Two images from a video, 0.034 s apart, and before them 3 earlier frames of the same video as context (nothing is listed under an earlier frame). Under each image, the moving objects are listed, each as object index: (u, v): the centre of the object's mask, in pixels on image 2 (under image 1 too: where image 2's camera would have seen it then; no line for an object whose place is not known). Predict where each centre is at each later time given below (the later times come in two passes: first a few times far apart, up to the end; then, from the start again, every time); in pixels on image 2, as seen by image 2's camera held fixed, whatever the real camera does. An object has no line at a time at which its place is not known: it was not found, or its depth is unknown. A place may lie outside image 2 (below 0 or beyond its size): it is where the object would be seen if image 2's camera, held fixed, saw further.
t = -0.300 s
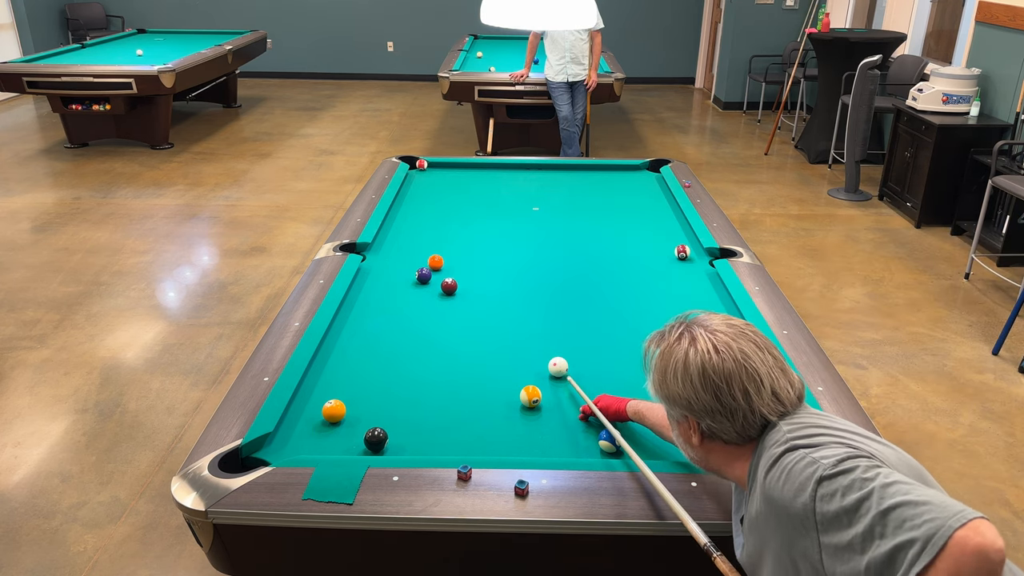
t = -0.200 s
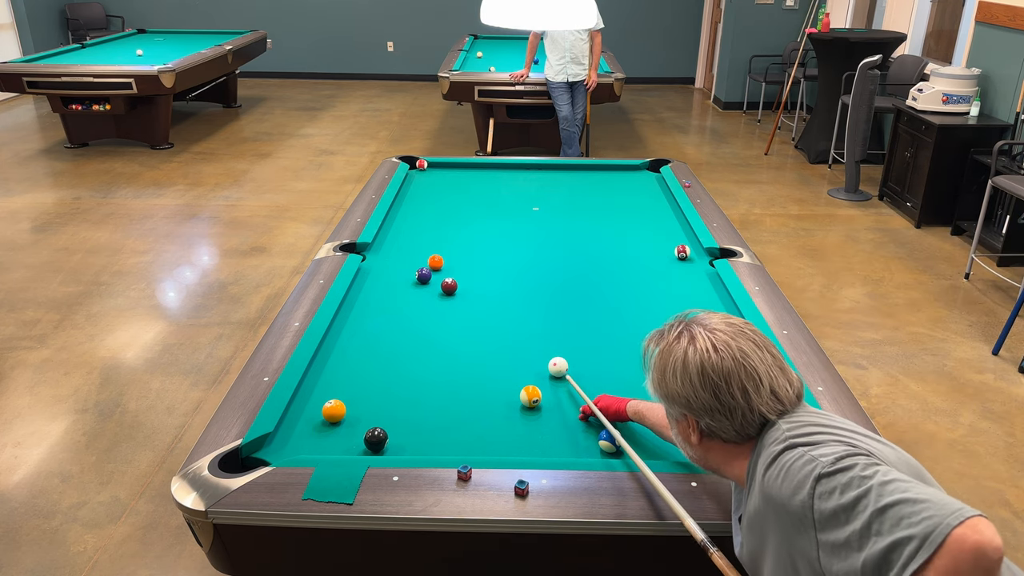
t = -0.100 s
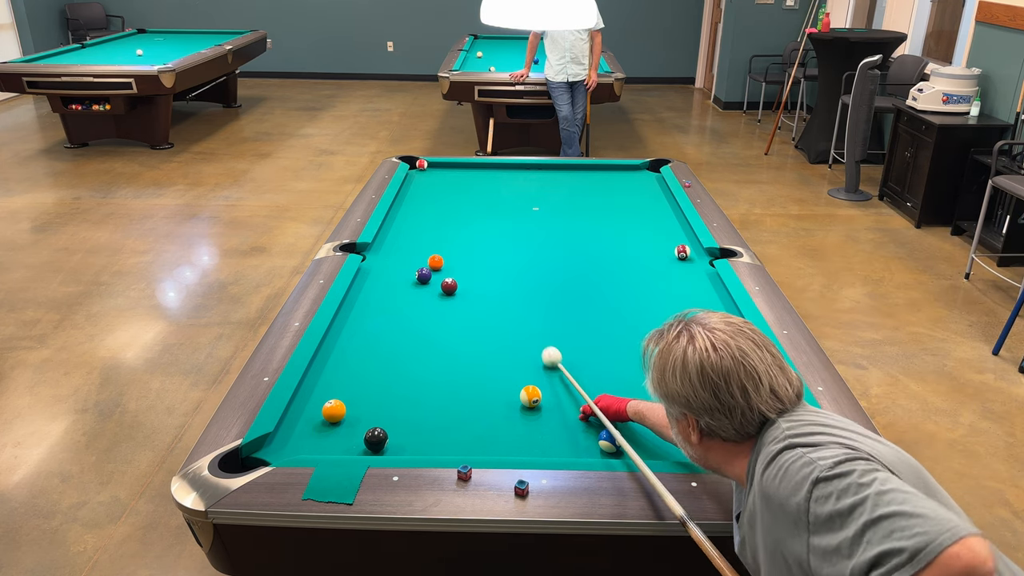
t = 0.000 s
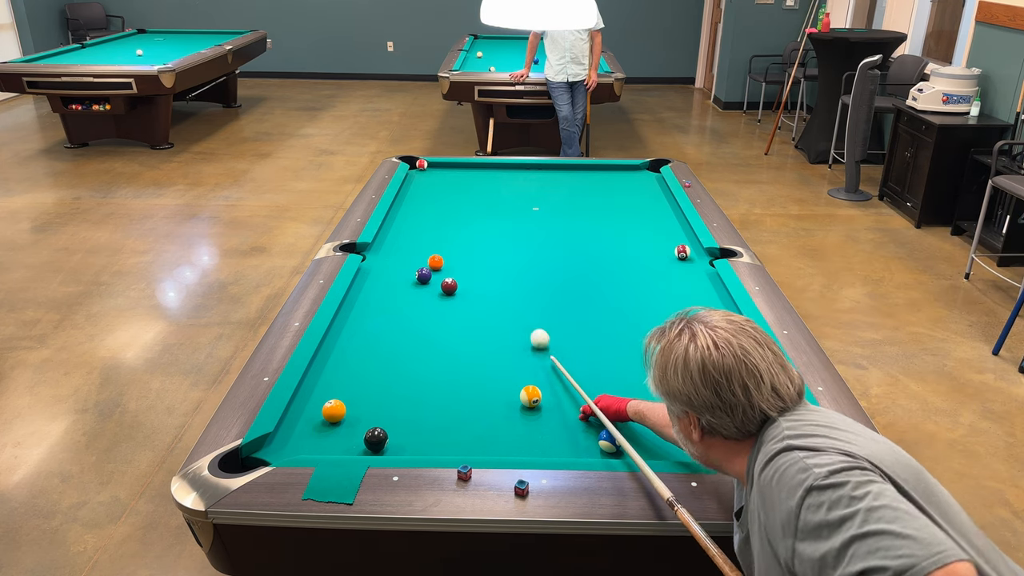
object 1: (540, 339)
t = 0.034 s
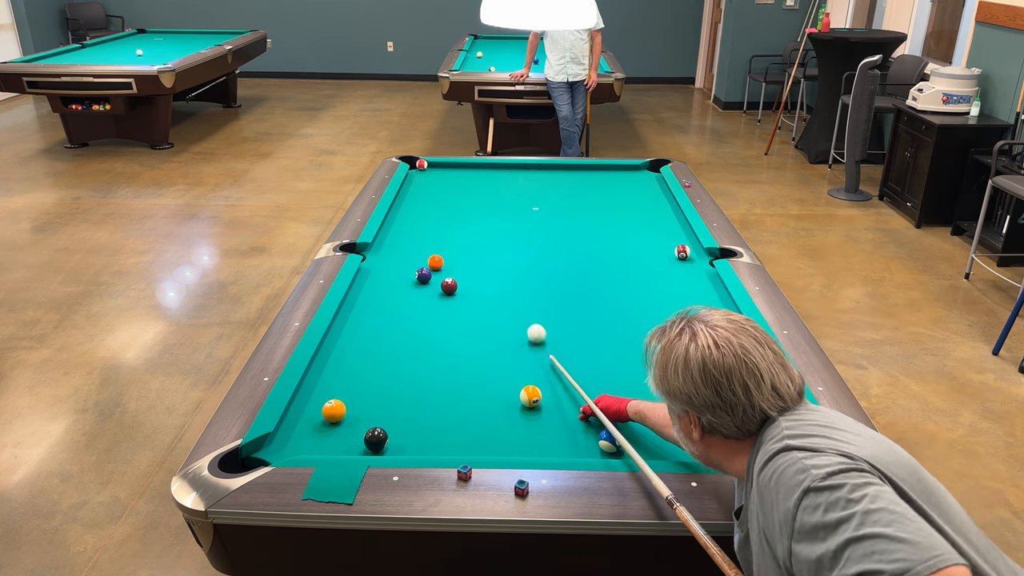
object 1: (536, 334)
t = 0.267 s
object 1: (515, 302)
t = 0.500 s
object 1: (498, 275)
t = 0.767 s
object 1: (481, 249)
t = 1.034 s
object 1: (467, 228)
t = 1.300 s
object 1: (456, 209)
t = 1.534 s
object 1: (447, 195)
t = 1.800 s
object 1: (438, 181)
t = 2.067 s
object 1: (431, 169)
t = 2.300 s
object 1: (436, 166)
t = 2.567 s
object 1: (441, 170)
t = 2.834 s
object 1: (446, 174)
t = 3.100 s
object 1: (451, 177)
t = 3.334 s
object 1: (455, 180)
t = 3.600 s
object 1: (460, 183)
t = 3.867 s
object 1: (464, 186)
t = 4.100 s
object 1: (468, 188)
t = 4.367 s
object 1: (471, 191)
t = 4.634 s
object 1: (475, 193)
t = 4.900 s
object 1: (478, 195)
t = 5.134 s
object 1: (479, 196)
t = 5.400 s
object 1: (481, 197)
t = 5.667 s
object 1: (482, 198)
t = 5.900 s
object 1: (483, 199)
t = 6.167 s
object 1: (484, 199)
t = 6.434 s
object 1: (484, 199)
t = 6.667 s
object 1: (484, 199)
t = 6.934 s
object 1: (484, 199)
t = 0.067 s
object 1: (533, 329)
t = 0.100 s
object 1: (530, 324)
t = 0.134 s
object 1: (527, 319)
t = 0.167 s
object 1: (524, 314)
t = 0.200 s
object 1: (521, 310)
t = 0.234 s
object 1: (518, 306)
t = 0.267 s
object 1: (515, 302)
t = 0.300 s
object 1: (513, 297)
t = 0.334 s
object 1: (510, 293)
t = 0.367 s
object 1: (508, 289)
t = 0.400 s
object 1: (505, 286)
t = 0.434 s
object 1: (503, 282)
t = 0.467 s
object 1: (500, 278)
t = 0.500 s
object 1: (498, 275)
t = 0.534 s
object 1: (496, 271)
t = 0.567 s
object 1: (494, 268)
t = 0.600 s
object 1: (491, 264)
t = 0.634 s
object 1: (489, 261)
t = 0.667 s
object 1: (487, 258)
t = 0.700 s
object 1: (485, 255)
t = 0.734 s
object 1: (483, 252)
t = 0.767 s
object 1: (481, 249)
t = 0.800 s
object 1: (480, 246)
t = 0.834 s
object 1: (478, 243)
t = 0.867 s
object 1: (476, 241)
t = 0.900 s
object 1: (474, 238)
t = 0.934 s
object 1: (473, 235)
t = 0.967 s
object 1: (471, 233)
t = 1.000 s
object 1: (469, 230)
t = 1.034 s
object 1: (467, 228)
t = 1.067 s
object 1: (466, 225)
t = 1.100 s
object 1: (464, 223)
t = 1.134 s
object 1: (463, 220)
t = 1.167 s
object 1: (461, 218)
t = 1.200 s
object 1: (460, 216)
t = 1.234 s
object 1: (459, 213)
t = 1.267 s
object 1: (457, 211)
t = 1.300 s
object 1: (456, 209)
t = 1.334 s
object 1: (454, 207)
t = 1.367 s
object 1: (453, 205)
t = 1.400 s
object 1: (452, 203)
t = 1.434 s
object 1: (450, 201)
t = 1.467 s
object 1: (449, 199)
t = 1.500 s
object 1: (448, 197)
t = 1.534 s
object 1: (447, 195)
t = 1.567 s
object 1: (446, 194)
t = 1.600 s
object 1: (445, 192)
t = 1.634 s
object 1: (444, 190)
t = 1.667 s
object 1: (442, 188)
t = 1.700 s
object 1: (441, 186)
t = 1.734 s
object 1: (440, 185)
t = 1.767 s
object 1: (439, 183)
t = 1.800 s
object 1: (438, 181)
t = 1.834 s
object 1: (437, 180)
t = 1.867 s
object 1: (436, 178)
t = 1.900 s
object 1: (435, 176)
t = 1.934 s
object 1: (434, 175)
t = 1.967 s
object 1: (433, 173)
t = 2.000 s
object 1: (432, 172)
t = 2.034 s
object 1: (432, 170)
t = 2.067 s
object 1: (431, 169)
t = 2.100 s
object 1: (430, 167)
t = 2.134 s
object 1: (430, 166)
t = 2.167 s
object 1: (432, 166)
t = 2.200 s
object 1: (433, 165)
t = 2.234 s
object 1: (434, 165)
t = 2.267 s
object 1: (435, 165)
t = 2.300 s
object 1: (436, 166)
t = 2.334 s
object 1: (436, 166)
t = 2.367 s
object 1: (437, 167)
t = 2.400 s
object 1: (438, 167)
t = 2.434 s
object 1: (438, 168)
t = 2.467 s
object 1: (439, 168)
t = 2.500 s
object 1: (440, 169)
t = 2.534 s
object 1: (440, 169)
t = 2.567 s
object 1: (441, 170)
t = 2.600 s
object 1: (442, 170)
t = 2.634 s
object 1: (442, 171)
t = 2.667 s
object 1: (443, 171)
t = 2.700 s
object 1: (444, 172)
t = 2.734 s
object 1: (444, 172)
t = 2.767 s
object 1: (445, 173)
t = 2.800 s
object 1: (445, 173)
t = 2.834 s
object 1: (446, 174)
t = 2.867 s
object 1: (447, 174)
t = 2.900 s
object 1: (447, 174)
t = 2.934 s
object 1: (448, 175)
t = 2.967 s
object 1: (449, 175)
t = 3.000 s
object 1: (449, 176)
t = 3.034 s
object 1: (450, 176)
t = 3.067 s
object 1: (451, 177)
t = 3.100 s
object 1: (451, 177)
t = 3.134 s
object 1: (452, 177)
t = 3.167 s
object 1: (452, 178)
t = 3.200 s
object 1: (453, 178)
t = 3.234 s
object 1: (453, 179)
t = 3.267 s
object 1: (454, 179)
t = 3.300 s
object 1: (455, 180)
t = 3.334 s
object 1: (455, 180)
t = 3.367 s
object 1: (456, 180)
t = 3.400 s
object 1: (456, 181)
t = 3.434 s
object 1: (457, 181)
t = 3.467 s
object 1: (457, 182)
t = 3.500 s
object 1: (458, 182)
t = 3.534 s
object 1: (459, 182)
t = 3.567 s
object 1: (459, 183)
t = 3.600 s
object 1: (460, 183)
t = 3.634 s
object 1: (460, 184)
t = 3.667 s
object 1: (461, 184)
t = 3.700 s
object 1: (461, 184)
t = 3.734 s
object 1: (462, 185)
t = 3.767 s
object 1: (462, 185)
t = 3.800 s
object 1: (463, 185)
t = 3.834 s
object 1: (464, 186)
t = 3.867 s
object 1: (464, 186)
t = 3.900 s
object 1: (465, 186)
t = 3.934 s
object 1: (465, 187)
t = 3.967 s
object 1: (466, 187)
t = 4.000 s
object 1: (466, 187)
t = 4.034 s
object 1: (467, 188)
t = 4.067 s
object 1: (467, 188)
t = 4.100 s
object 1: (468, 188)
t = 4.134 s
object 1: (468, 189)
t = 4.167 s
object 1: (469, 189)
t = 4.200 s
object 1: (469, 190)
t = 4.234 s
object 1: (469, 190)
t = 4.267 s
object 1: (470, 190)
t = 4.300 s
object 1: (470, 190)
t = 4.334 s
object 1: (471, 190)
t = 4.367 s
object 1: (471, 191)
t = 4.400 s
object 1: (472, 191)
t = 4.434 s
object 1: (472, 191)
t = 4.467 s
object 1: (473, 192)
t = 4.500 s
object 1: (473, 192)
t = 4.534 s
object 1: (474, 192)
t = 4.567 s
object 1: (474, 192)
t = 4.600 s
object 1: (474, 192)
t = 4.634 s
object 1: (475, 193)
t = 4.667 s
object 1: (475, 193)
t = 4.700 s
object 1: (476, 193)
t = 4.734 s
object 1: (476, 193)
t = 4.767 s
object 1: (476, 194)
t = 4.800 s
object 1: (477, 194)
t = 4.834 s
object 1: (477, 194)
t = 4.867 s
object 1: (477, 194)
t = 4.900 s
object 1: (478, 195)
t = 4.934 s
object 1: (478, 195)
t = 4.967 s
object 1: (478, 195)
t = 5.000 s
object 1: (478, 195)
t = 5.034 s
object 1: (479, 195)
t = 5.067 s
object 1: (479, 195)
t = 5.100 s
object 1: (479, 196)
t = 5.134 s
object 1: (479, 196)
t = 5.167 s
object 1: (480, 196)
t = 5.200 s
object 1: (480, 196)
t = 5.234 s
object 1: (480, 197)
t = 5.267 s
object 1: (480, 197)
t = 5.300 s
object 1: (480, 197)
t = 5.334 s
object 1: (481, 197)
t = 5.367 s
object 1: (481, 197)
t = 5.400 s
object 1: (481, 197)
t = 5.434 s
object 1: (481, 197)
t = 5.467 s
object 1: (481, 197)
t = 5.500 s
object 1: (481, 197)
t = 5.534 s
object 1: (482, 198)
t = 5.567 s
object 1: (482, 198)
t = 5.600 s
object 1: (482, 198)
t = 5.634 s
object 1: (482, 198)
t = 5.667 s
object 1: (482, 198)
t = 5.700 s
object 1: (482, 198)
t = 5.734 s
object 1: (483, 198)
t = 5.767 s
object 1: (483, 198)
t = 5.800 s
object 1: (483, 198)
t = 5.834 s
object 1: (483, 198)
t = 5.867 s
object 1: (483, 198)
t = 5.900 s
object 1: (483, 199)
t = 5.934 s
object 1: (483, 199)
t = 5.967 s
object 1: (483, 199)
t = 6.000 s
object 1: (483, 199)
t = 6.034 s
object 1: (483, 199)
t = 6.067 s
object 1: (483, 199)
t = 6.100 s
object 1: (483, 199)
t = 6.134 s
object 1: (483, 199)
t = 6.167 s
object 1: (484, 199)
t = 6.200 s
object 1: (484, 199)
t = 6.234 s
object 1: (484, 199)
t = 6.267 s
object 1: (484, 199)
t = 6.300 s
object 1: (484, 199)
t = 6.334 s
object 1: (484, 199)
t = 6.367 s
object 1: (484, 199)
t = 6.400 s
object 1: (484, 199)
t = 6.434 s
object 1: (484, 199)
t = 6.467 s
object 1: (484, 199)
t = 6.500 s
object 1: (484, 199)
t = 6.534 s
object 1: (484, 199)
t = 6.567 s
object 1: (484, 199)
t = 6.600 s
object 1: (484, 199)
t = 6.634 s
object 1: (484, 199)
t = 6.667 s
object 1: (484, 199)
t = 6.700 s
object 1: (484, 199)
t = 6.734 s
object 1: (484, 199)
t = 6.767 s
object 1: (484, 199)
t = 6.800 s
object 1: (484, 199)
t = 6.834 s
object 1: (484, 199)
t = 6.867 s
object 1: (484, 199)
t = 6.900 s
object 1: (484, 199)
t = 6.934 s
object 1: (484, 199)
